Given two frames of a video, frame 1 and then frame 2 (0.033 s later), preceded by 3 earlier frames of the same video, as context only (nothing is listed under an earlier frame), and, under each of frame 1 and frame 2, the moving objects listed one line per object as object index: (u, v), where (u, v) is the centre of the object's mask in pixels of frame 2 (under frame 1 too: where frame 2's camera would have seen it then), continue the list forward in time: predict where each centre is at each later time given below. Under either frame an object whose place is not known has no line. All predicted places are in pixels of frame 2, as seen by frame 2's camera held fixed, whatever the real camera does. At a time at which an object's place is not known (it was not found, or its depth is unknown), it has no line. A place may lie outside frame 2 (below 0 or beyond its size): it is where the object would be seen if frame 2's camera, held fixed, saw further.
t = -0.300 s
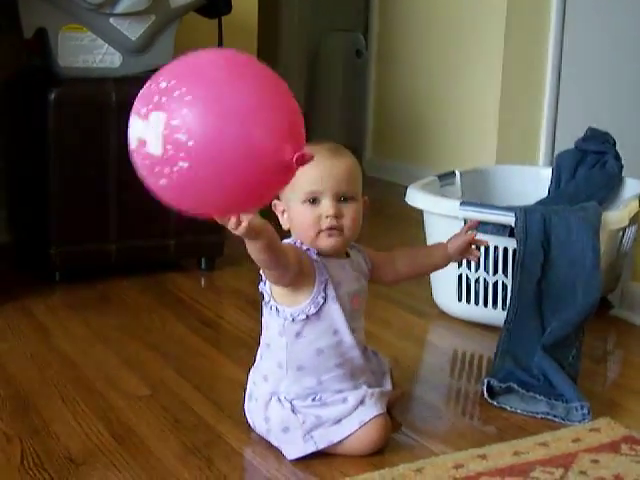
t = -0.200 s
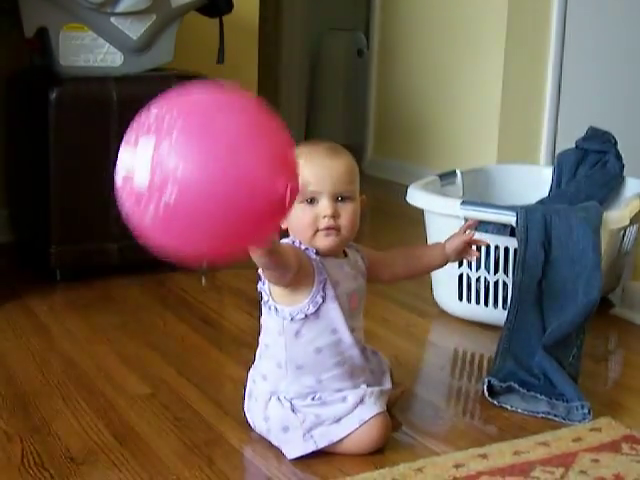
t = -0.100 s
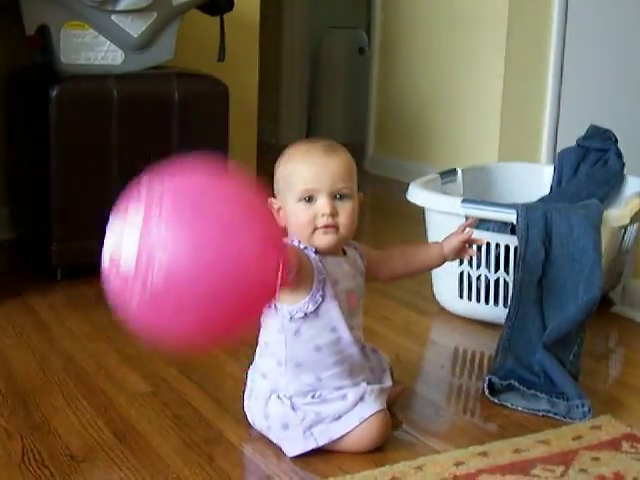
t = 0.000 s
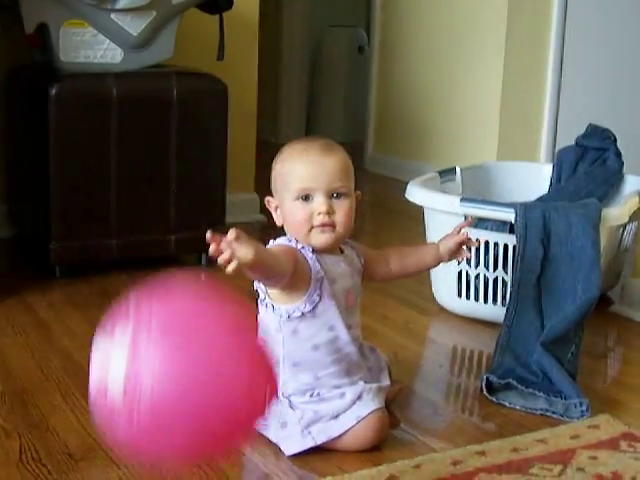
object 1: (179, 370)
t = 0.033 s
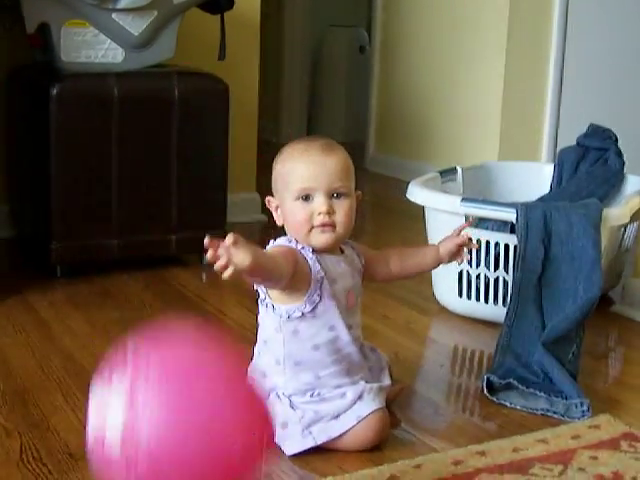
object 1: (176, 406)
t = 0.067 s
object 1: (174, 431)
